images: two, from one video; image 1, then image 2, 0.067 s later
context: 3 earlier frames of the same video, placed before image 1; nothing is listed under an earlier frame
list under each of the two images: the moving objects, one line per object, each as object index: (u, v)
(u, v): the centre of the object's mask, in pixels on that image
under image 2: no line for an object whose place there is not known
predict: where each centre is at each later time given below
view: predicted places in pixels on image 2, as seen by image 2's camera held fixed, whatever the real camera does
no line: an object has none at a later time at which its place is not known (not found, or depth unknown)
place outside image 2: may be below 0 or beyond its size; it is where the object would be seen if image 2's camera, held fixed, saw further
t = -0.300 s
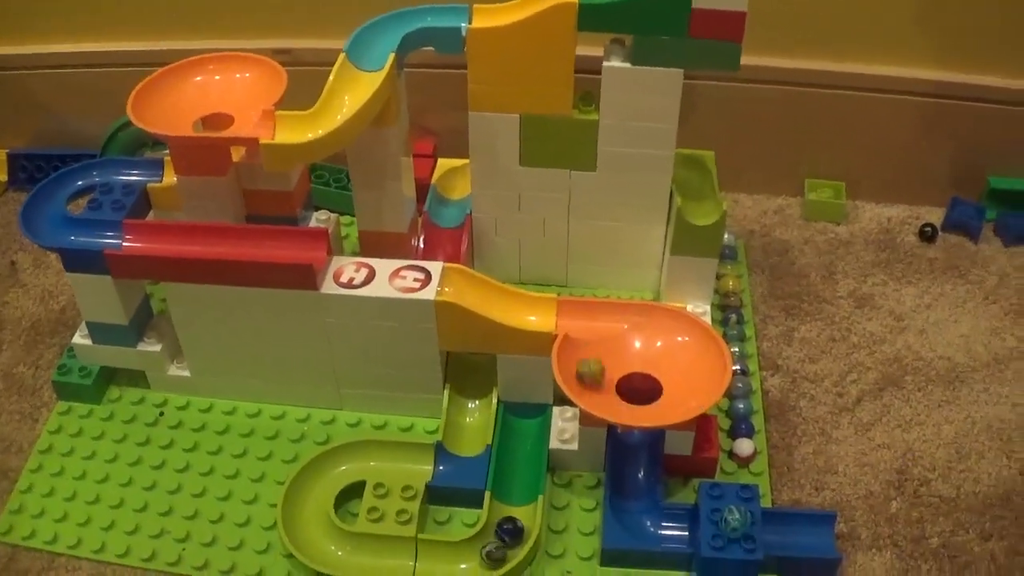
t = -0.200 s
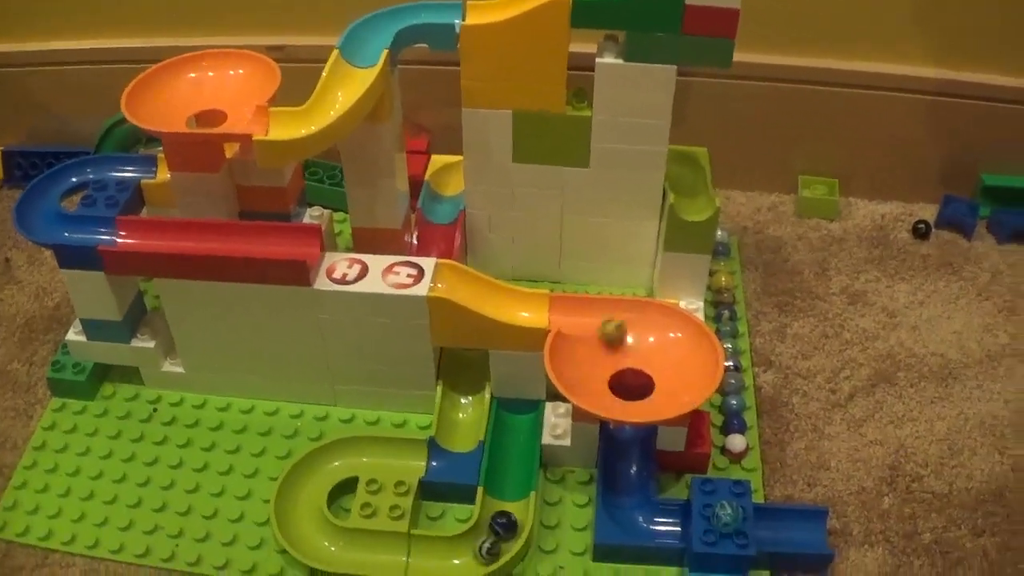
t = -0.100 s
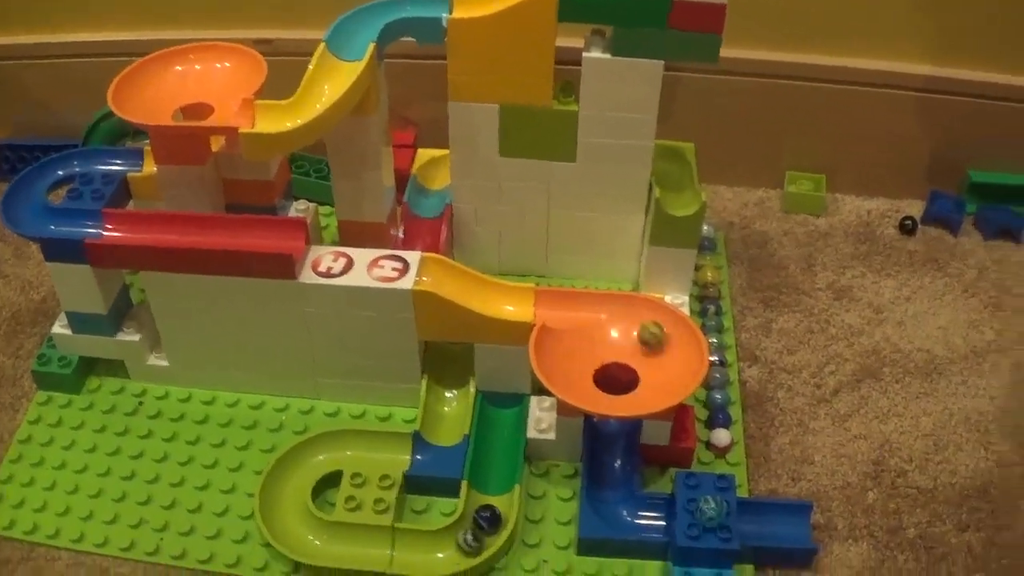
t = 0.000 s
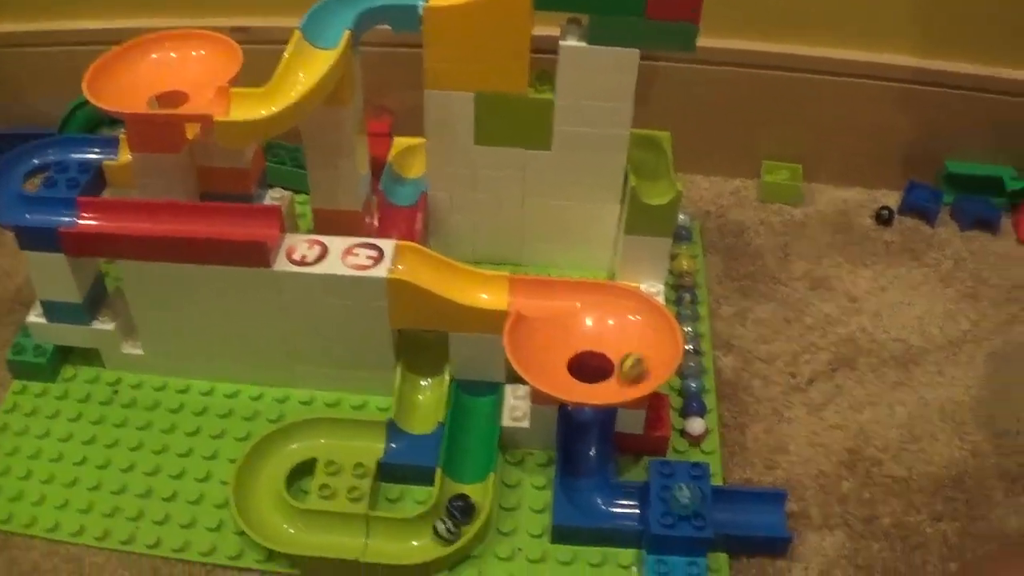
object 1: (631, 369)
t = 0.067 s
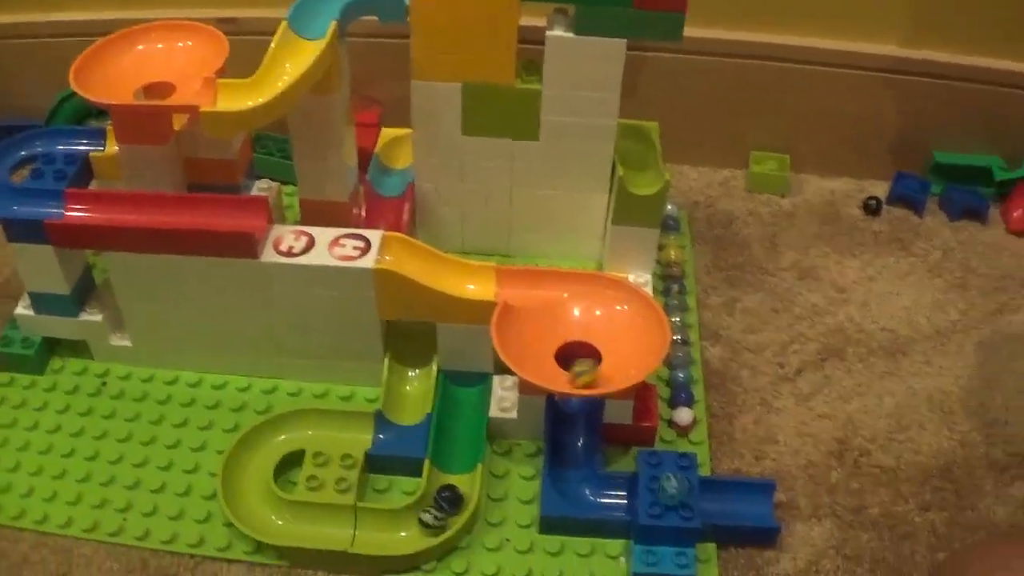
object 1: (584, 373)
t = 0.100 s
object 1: (564, 372)
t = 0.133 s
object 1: (545, 365)
